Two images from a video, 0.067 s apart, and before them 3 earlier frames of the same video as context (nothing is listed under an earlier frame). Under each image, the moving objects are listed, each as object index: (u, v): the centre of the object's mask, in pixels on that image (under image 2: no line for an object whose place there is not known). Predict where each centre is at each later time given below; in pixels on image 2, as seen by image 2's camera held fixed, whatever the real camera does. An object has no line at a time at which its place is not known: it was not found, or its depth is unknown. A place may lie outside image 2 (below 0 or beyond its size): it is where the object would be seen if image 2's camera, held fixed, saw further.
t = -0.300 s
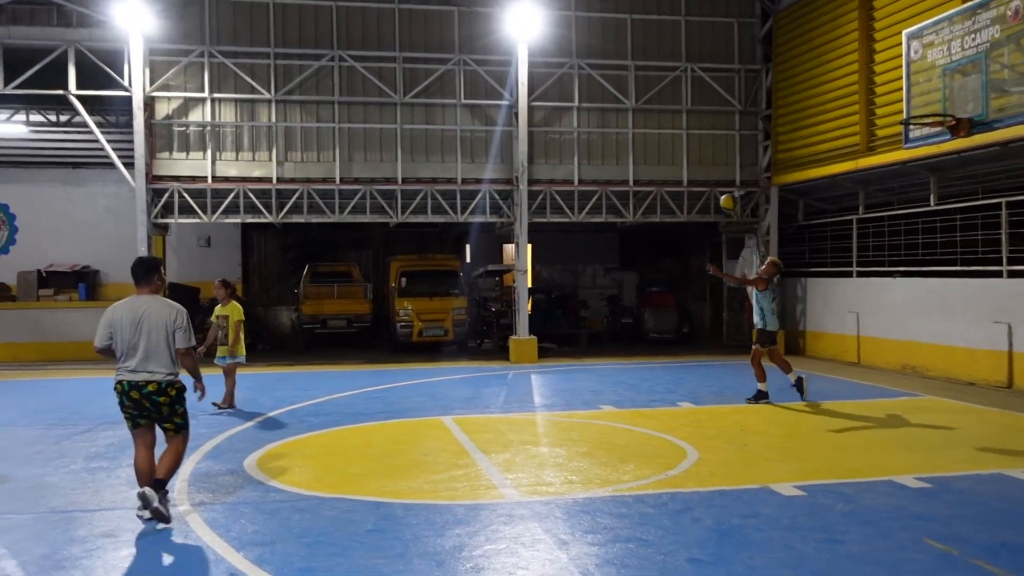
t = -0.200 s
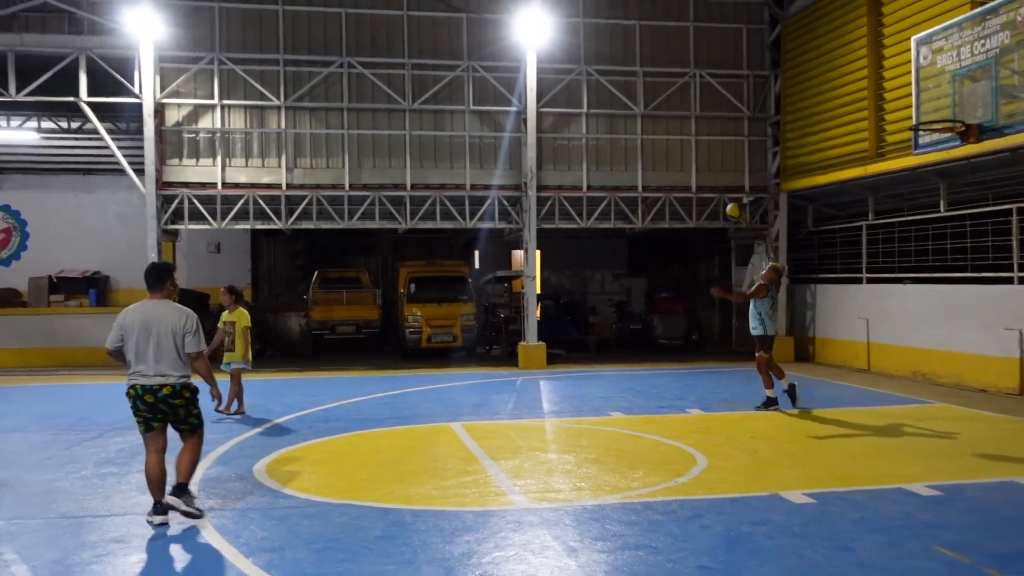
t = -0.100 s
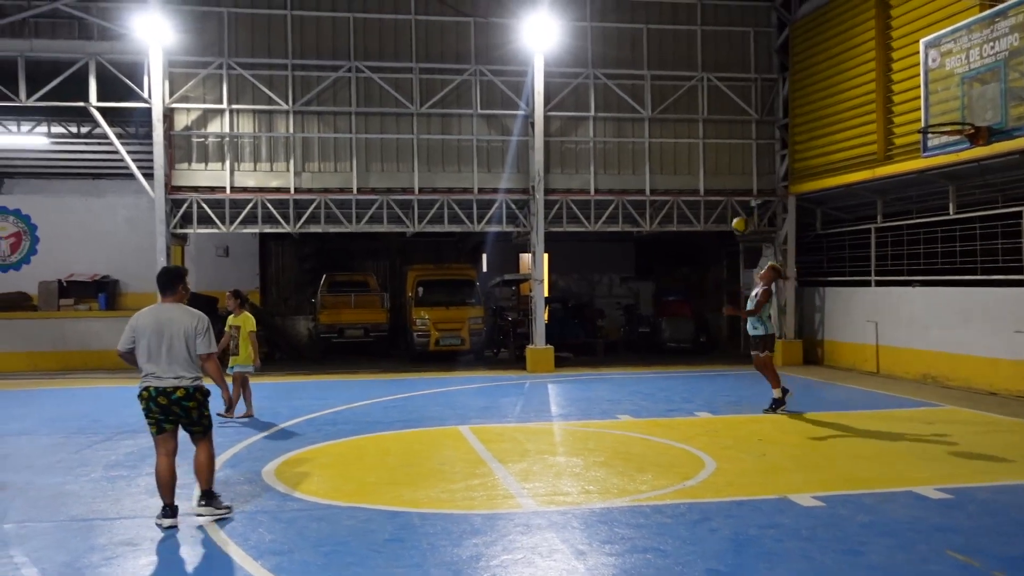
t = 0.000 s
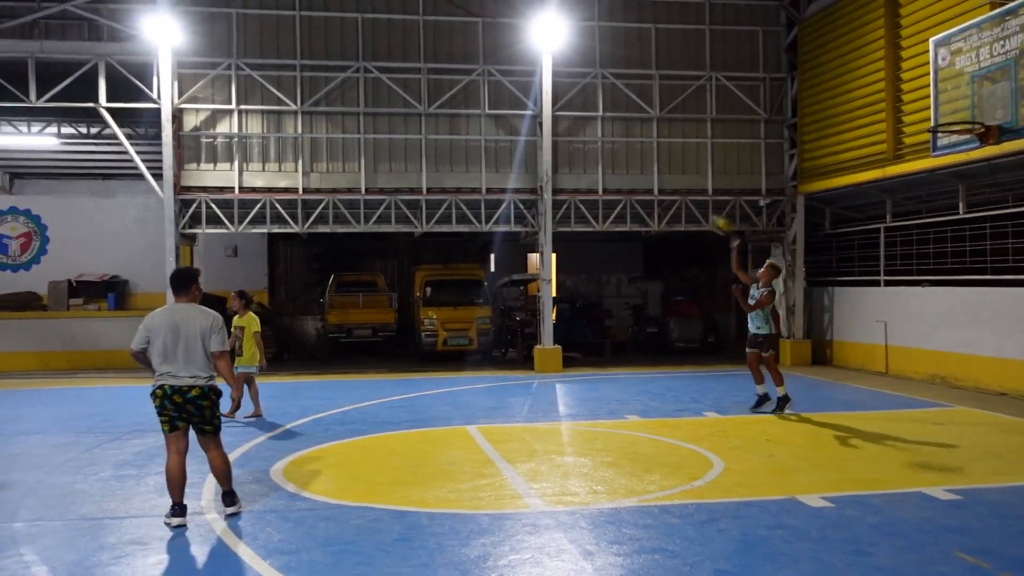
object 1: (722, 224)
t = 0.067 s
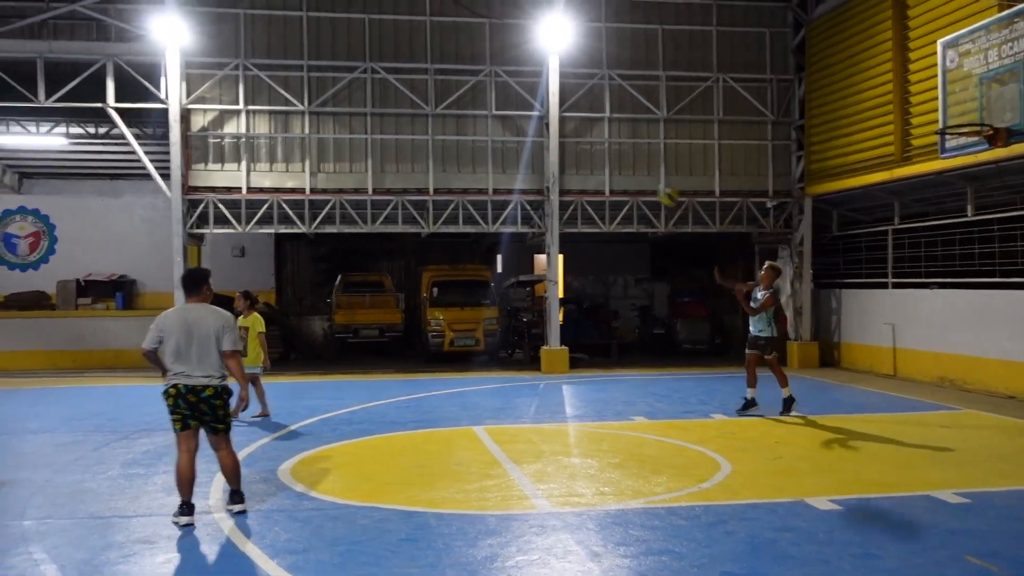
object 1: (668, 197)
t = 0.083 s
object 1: (652, 188)
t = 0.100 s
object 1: (637, 180)
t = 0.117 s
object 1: (622, 173)
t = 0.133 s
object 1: (605, 165)
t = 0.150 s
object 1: (589, 158)
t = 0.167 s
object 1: (573, 151)
